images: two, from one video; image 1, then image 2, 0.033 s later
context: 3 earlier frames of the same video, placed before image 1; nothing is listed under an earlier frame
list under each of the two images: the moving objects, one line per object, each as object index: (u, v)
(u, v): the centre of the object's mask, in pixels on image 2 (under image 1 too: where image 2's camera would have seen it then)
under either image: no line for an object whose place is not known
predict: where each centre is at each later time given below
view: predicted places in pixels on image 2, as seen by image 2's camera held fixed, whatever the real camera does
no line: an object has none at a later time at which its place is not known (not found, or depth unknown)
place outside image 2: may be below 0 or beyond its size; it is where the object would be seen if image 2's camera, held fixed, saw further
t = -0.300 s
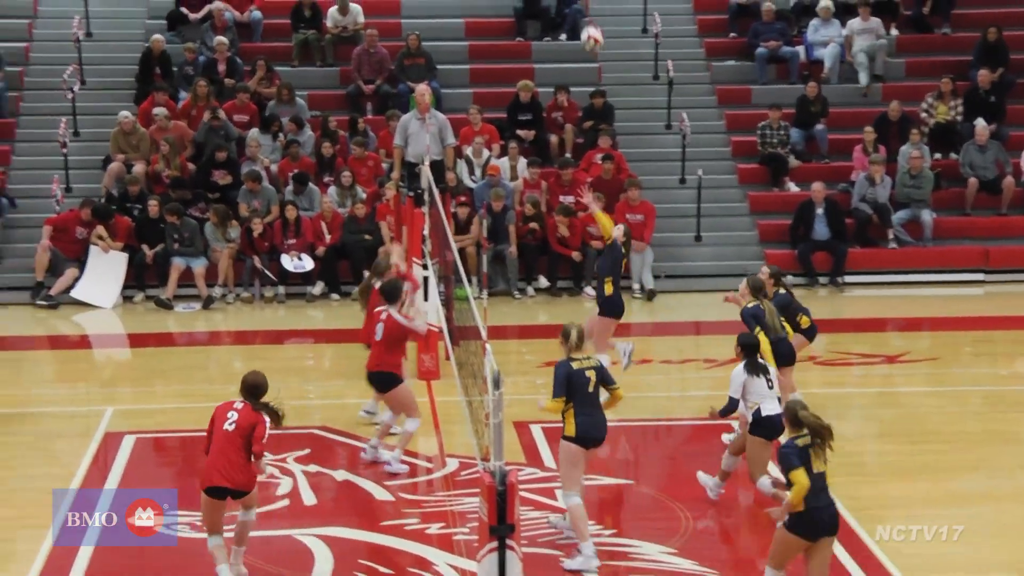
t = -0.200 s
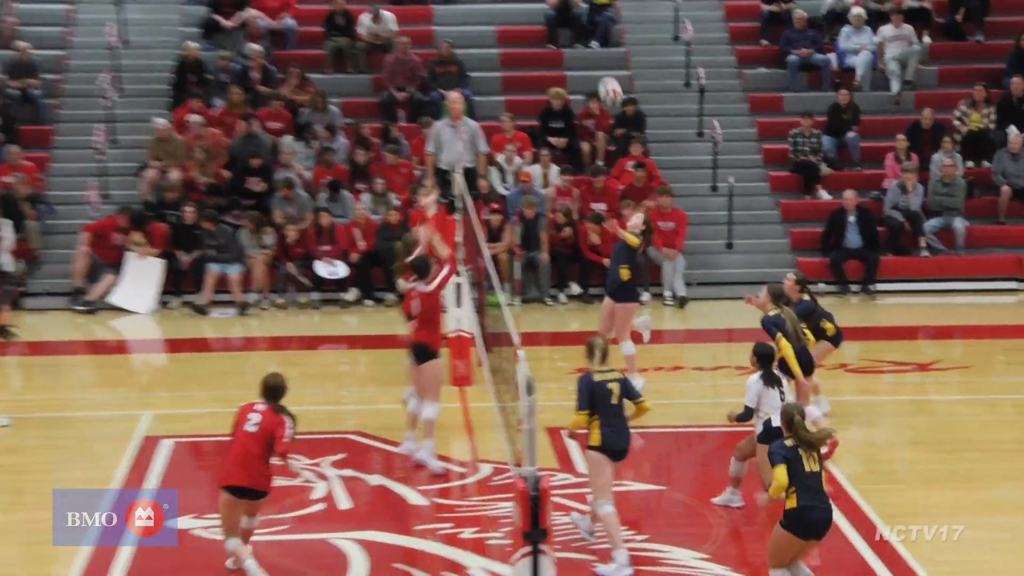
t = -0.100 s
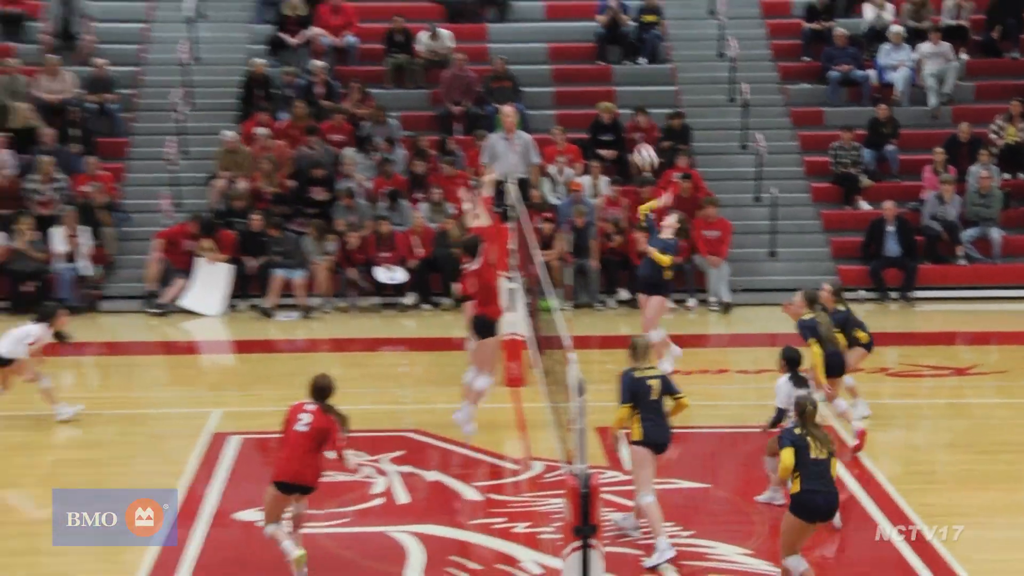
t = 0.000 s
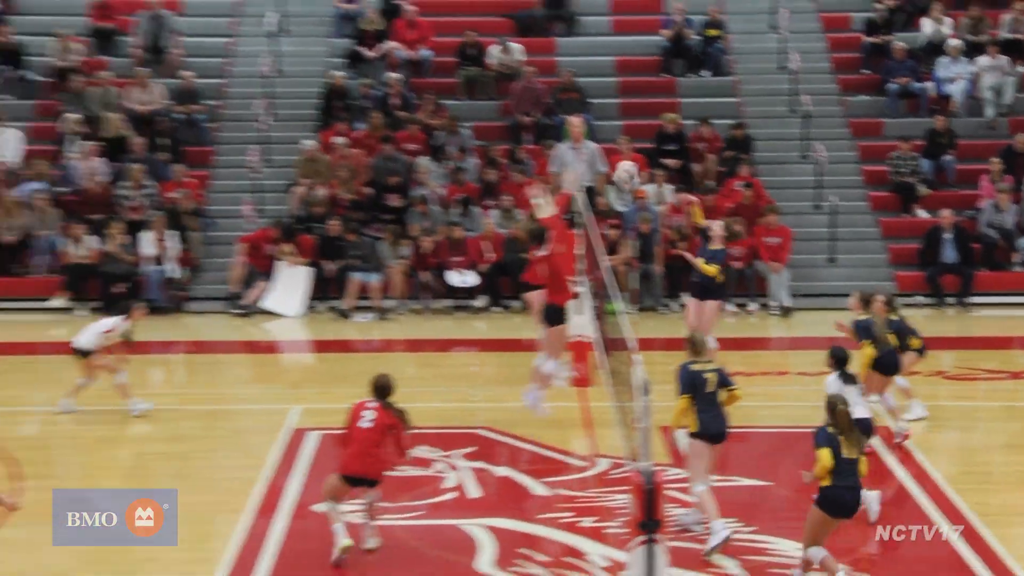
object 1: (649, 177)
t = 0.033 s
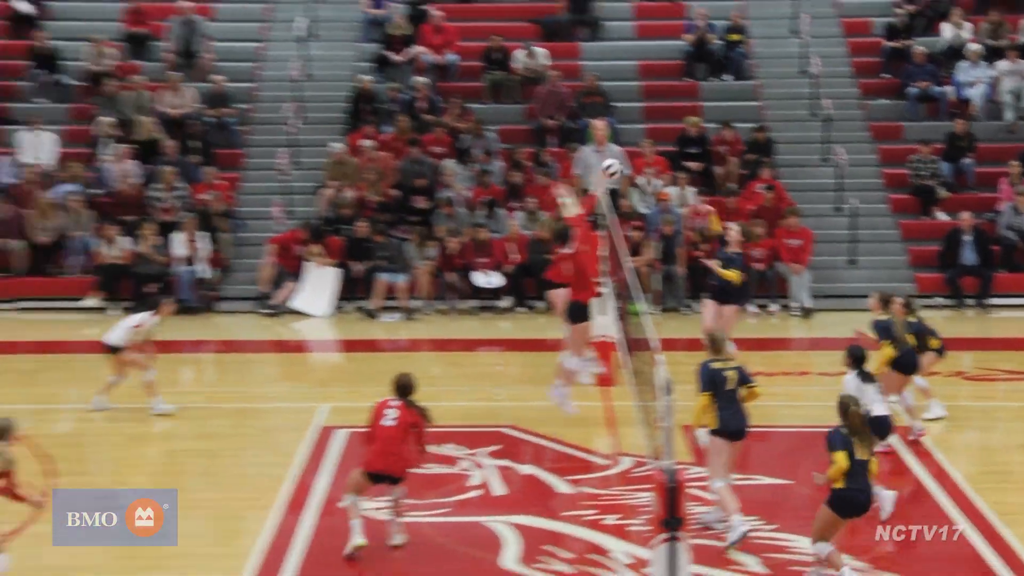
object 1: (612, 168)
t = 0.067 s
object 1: (590, 159)
